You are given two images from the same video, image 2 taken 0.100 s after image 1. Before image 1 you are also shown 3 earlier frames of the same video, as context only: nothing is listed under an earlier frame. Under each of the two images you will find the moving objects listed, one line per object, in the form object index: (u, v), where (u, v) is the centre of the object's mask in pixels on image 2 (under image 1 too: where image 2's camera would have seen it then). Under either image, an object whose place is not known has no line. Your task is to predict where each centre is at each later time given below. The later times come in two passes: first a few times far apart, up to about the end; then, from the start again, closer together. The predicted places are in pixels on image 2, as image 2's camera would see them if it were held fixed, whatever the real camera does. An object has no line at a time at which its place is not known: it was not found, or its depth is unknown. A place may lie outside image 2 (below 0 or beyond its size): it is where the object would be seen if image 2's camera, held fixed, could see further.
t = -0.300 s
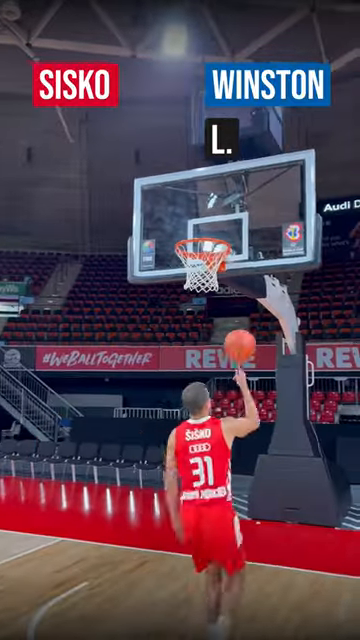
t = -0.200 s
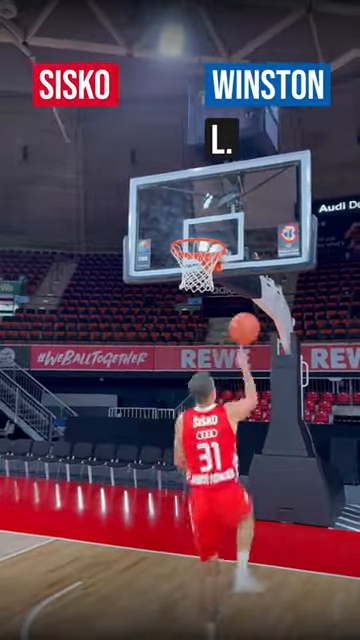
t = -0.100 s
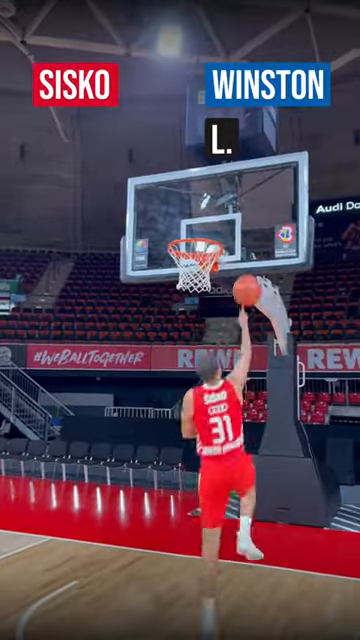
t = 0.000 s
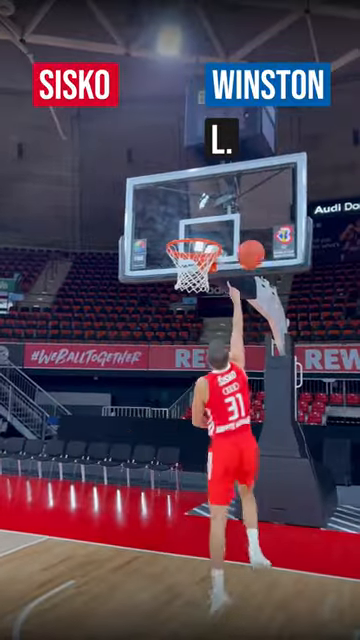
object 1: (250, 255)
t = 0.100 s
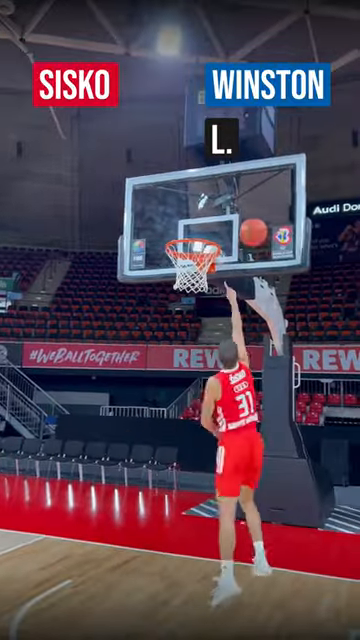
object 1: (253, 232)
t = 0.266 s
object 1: (240, 214)
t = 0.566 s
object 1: (186, 248)
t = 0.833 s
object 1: (199, 292)
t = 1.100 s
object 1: (202, 351)
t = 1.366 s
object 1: (199, 497)
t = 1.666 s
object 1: (188, 501)
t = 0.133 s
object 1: (255, 227)
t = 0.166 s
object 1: (256, 223)
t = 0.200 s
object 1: (253, 220)
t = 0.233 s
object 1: (250, 217)
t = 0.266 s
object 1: (240, 214)
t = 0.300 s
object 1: (234, 214)
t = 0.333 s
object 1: (227, 213)
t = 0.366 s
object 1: (220, 215)
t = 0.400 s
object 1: (214, 217)
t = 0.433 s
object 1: (207, 221)
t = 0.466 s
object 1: (200, 226)
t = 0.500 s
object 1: (194, 230)
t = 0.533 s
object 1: (186, 235)
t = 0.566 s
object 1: (186, 248)
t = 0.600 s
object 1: (190, 248)
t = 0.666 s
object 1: (192, 278)
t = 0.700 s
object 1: (195, 287)
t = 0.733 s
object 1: (196, 286)
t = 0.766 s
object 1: (197, 287)
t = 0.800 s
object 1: (198, 289)
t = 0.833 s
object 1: (199, 292)
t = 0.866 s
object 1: (200, 295)
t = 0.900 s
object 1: (201, 297)
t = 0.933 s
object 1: (202, 302)
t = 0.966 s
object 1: (202, 310)
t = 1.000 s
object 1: (202, 318)
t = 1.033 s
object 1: (202, 328)
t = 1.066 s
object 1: (203, 339)
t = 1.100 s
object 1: (202, 351)
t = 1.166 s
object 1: (201, 378)
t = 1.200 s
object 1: (201, 394)
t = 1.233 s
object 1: (201, 412)
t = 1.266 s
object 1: (200, 431)
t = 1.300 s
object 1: (200, 452)
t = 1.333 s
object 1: (199, 473)
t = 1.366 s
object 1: (199, 497)
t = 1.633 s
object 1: (190, 517)
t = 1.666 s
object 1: (188, 501)
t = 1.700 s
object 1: (186, 488)
